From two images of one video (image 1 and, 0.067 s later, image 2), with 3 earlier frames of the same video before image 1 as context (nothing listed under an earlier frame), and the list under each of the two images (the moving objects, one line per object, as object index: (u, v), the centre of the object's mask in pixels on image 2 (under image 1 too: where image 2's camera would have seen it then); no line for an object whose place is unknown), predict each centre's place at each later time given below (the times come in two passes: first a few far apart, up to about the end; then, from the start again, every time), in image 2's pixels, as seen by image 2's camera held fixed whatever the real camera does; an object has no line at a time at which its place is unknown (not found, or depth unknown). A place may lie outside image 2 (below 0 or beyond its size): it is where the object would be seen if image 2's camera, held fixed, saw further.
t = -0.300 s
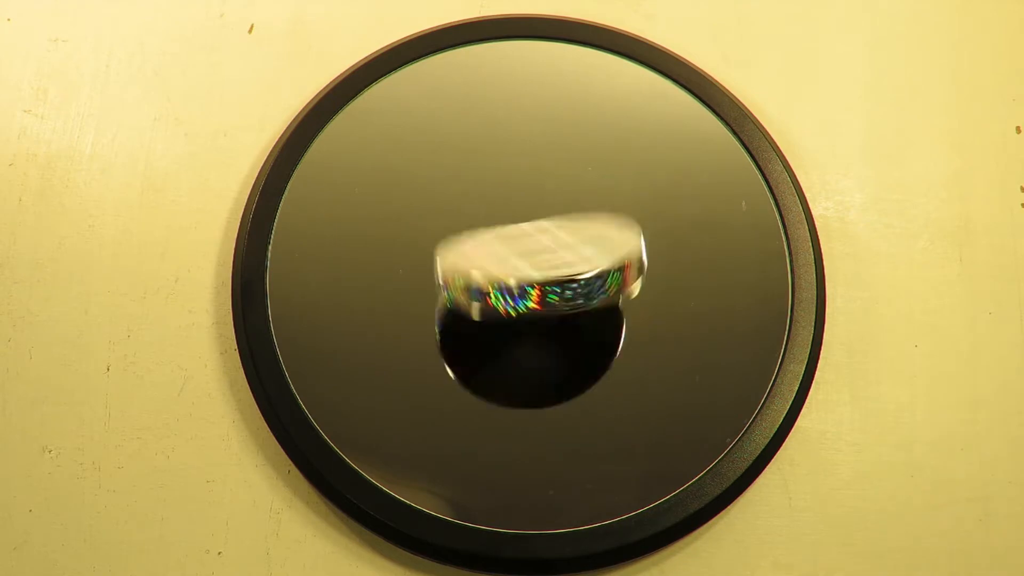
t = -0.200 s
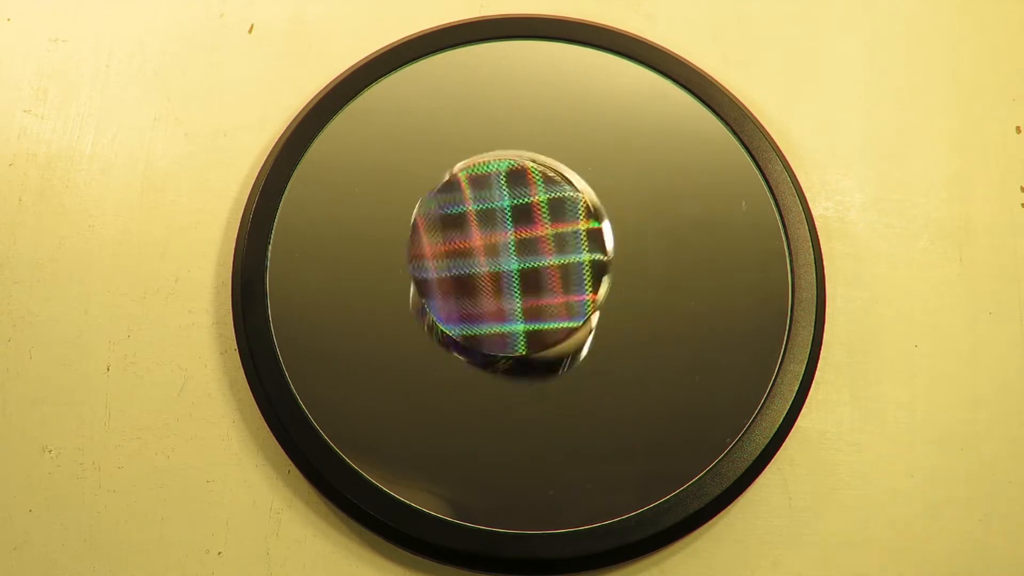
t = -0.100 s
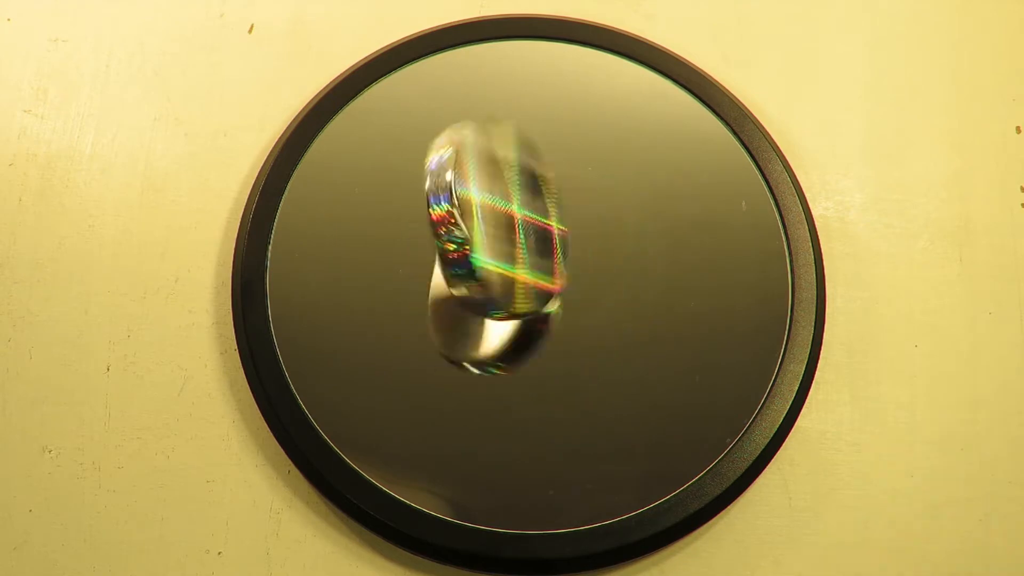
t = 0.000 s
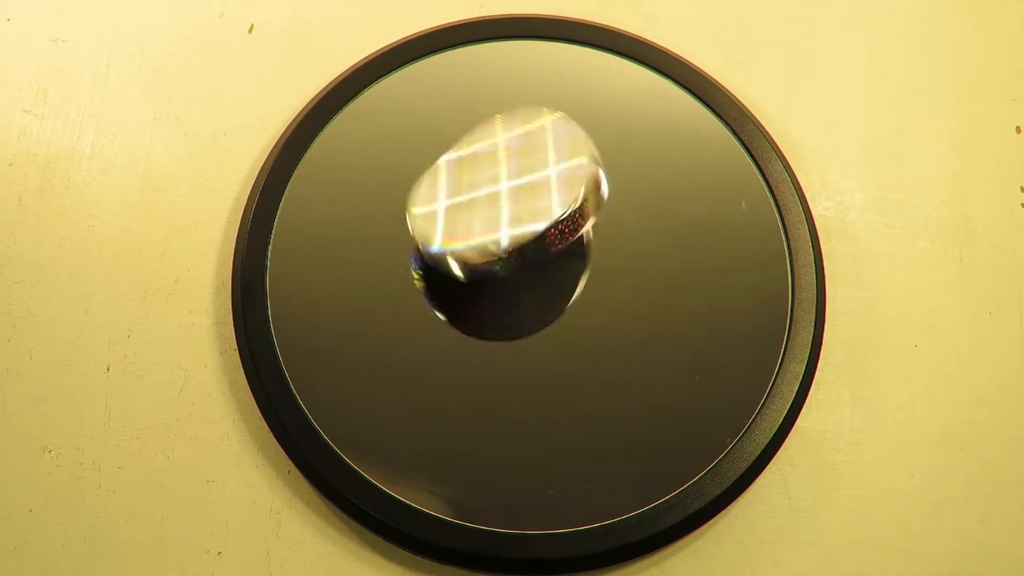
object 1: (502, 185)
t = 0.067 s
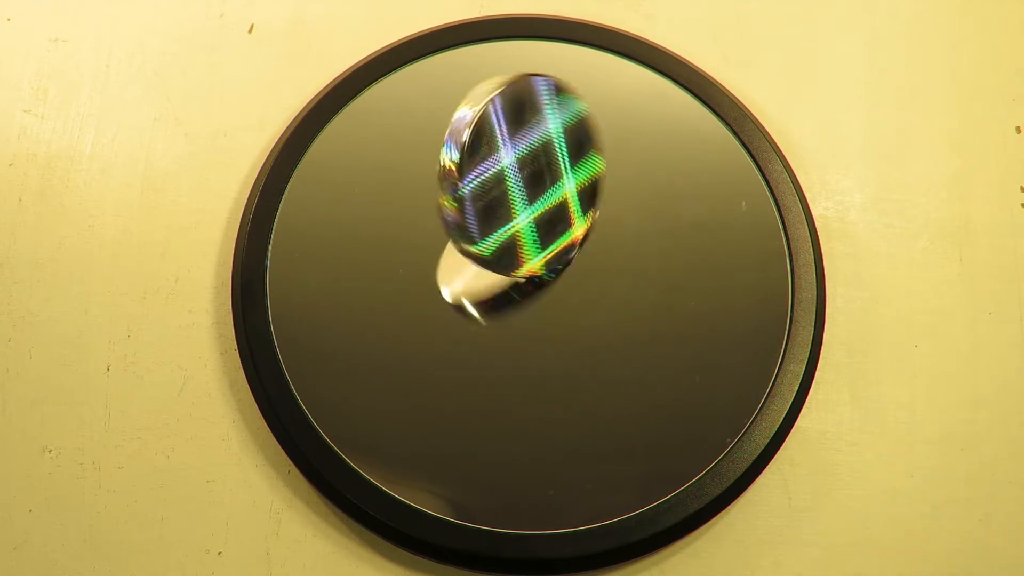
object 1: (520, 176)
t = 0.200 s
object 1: (560, 173)
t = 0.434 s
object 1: (608, 217)
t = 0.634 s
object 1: (570, 262)
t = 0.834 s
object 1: (509, 238)
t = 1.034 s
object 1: (518, 185)
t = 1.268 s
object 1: (585, 191)
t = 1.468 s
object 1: (599, 239)
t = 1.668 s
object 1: (537, 248)
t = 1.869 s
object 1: (515, 211)
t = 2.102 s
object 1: (549, 171)
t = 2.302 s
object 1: (604, 213)
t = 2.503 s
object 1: (566, 260)
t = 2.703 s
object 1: (514, 235)
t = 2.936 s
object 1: (536, 179)
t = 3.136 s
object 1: (582, 186)
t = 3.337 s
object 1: (578, 252)
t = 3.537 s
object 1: (522, 245)
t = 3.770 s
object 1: (528, 185)
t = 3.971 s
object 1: (574, 188)
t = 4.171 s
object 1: (574, 250)
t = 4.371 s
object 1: (523, 243)
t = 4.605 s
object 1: (529, 190)
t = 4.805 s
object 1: (578, 196)
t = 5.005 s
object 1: (571, 247)
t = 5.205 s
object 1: (524, 228)
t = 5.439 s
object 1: (533, 191)
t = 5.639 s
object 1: (579, 209)
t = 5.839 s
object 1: (561, 244)
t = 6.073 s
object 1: (513, 224)
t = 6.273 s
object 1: (547, 190)
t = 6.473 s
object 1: (572, 214)
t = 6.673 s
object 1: (540, 252)
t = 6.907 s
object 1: (529, 202)
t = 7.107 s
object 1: (567, 203)
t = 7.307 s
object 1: (564, 242)
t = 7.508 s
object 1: (524, 232)
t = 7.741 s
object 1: (546, 196)
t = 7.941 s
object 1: (569, 216)
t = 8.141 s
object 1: (537, 251)
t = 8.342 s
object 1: (526, 207)
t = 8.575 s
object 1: (571, 212)
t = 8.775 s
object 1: (556, 241)
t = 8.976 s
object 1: (523, 226)
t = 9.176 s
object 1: (551, 201)
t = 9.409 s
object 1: (563, 242)
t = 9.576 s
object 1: (533, 232)
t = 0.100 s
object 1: (534, 174)
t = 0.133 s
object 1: (535, 168)
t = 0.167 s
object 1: (551, 162)
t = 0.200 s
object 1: (560, 173)
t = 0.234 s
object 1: (577, 173)
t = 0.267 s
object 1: (584, 177)
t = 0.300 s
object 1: (583, 178)
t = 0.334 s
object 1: (603, 186)
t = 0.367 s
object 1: (602, 206)
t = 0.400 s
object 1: (608, 213)
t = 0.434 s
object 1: (608, 217)
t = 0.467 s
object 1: (600, 218)
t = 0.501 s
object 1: (602, 244)
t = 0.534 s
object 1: (597, 258)
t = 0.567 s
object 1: (589, 259)
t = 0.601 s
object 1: (570, 253)
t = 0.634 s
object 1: (570, 262)
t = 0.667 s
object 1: (553, 268)
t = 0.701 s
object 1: (540, 270)
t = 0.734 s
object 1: (534, 263)
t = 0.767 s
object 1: (525, 255)
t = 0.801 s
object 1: (517, 245)
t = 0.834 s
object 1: (509, 238)
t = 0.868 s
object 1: (505, 231)
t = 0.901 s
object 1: (502, 221)
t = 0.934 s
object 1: (502, 202)
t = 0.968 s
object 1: (504, 198)
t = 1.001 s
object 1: (512, 188)
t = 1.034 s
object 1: (518, 185)
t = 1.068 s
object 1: (521, 174)
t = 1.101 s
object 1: (539, 170)
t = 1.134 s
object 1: (545, 169)
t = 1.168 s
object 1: (560, 170)
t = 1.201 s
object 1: (562, 169)
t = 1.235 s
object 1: (578, 170)
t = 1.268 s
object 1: (585, 191)
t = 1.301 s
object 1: (595, 191)
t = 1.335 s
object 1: (598, 198)
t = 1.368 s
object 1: (594, 200)
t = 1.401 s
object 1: (604, 214)
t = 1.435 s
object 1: (599, 234)
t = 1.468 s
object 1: (599, 239)
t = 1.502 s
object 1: (584, 237)
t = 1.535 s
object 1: (585, 248)
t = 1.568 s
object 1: (573, 259)
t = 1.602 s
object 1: (562, 263)
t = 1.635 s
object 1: (552, 262)
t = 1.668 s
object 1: (537, 248)
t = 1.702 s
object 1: (537, 241)
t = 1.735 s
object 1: (530, 249)
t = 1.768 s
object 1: (514, 244)
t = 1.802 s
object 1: (509, 235)
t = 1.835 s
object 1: (508, 226)
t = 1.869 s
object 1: (515, 211)
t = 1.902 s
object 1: (508, 202)
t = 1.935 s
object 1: (512, 196)
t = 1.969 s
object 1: (517, 190)
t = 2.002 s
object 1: (522, 184)
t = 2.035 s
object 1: (532, 174)
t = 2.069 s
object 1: (544, 175)
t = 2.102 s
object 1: (549, 171)
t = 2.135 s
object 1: (568, 170)
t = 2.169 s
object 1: (579, 178)
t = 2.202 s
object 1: (583, 184)
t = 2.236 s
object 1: (588, 189)
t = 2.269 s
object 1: (596, 199)
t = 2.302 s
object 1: (604, 213)
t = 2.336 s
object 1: (597, 224)
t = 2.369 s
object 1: (590, 227)
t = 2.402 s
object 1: (590, 231)
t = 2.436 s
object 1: (585, 247)
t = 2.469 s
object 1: (574, 255)
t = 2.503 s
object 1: (566, 260)
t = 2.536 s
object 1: (551, 249)
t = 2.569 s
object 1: (547, 253)
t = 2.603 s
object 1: (535, 253)
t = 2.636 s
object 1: (525, 250)
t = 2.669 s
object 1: (517, 244)
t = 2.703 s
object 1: (514, 235)
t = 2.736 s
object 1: (509, 220)
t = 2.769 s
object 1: (509, 212)
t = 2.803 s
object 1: (510, 208)
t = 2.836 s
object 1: (508, 194)
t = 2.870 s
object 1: (516, 193)
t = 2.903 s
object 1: (524, 182)
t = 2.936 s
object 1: (536, 179)
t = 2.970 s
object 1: (544, 176)
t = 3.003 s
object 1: (554, 173)
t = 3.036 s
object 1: (560, 179)
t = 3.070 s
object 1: (572, 181)
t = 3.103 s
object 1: (573, 185)
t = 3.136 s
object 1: (582, 186)
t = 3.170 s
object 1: (592, 208)
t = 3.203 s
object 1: (594, 214)
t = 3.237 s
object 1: (587, 217)
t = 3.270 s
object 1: (583, 218)
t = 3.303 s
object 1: (585, 244)
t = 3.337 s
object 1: (578, 252)
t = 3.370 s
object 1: (569, 252)
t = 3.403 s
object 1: (555, 240)
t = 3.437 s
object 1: (549, 252)
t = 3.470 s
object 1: (538, 252)
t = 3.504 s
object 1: (527, 254)
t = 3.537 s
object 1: (522, 245)
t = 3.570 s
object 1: (516, 234)
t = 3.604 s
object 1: (511, 224)
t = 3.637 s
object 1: (510, 216)
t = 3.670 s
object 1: (509, 211)
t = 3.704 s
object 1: (513, 204)
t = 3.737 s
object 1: (517, 192)
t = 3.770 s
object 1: (528, 185)
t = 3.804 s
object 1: (534, 183)
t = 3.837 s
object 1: (544, 184)
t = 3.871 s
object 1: (551, 183)
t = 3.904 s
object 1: (564, 183)
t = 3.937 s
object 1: (571, 186)
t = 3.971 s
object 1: (574, 188)
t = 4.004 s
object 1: (587, 206)
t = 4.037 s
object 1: (586, 214)
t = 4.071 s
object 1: (587, 216)
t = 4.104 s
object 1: (585, 225)
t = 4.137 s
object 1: (580, 241)
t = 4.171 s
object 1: (574, 250)
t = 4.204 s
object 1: (567, 249)
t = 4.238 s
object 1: (559, 248)
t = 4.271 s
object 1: (549, 250)
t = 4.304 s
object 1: (538, 252)
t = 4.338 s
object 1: (528, 253)
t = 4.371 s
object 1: (523, 243)
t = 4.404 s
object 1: (517, 233)
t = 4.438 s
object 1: (512, 225)
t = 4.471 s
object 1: (511, 221)
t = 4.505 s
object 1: (511, 212)
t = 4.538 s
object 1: (514, 202)
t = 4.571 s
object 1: (520, 193)
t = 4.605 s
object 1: (529, 190)
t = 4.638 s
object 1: (535, 187)
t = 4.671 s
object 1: (546, 184)
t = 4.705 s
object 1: (553, 184)
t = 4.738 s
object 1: (561, 189)
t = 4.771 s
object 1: (565, 188)
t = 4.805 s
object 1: (578, 196)
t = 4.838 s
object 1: (582, 208)
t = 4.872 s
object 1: (583, 212)
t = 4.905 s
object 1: (576, 213)
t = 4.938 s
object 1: (582, 232)
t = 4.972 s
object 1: (576, 245)
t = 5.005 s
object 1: (571, 247)
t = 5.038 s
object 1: (559, 240)
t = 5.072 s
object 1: (555, 248)
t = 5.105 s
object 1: (542, 254)
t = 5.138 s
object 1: (535, 254)
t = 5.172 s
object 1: (528, 247)
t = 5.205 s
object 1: (524, 228)
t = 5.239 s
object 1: (517, 228)
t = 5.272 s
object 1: (514, 224)
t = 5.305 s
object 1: (511, 217)
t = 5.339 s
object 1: (514, 210)
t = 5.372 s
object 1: (526, 197)
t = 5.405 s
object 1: (528, 194)
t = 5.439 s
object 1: (533, 191)
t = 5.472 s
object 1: (543, 188)
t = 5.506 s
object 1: (551, 187)
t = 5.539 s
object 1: (558, 189)
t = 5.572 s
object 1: (562, 190)
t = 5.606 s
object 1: (577, 200)
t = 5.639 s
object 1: (579, 209)
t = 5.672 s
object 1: (580, 212)
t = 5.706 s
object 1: (575, 213)
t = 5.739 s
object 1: (579, 235)
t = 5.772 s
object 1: (575, 244)
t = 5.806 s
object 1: (569, 244)
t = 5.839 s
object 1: (561, 244)
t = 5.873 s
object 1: (551, 249)
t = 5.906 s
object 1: (541, 253)
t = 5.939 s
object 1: (532, 251)
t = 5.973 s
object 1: (527, 242)
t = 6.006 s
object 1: (521, 233)
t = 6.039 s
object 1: (519, 227)
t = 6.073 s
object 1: (513, 224)
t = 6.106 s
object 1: (515, 217)
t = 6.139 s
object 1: (519, 203)
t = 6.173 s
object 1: (528, 198)
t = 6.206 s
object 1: (531, 196)
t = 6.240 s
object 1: (540, 190)
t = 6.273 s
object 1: (547, 190)
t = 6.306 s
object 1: (555, 194)
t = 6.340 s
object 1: (564, 194)
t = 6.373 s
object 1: (573, 200)
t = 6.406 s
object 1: (576, 210)
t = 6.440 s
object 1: (578, 214)
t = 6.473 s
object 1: (572, 214)
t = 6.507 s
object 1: (577, 229)
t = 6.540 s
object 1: (572, 244)
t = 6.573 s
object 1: (566, 243)
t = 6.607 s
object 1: (556, 233)
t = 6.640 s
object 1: (549, 247)
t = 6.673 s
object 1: (540, 252)
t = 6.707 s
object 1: (531, 248)
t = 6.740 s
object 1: (529, 230)
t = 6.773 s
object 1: (521, 230)
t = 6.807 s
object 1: (520, 227)
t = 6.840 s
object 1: (514, 221)
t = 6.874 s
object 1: (522, 207)
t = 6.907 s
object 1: (529, 202)
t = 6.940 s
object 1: (531, 199)
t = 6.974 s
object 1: (535, 197)
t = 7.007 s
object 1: (546, 193)
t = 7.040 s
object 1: (553, 194)
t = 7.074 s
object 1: (559, 195)
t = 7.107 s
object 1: (567, 203)
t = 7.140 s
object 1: (572, 213)
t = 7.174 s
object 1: (574, 215)
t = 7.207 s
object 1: (571, 215)
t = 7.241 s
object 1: (575, 228)
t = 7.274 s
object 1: (571, 243)
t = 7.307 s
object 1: (564, 242)
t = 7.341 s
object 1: (560, 243)
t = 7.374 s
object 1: (550, 242)
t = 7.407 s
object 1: (543, 249)
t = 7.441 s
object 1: (533, 249)
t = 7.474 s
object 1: (528, 233)
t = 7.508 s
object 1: (524, 232)
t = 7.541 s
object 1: (521, 226)
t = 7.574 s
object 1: (517, 223)
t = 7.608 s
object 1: (523, 209)
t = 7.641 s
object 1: (525, 204)
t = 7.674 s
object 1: (533, 200)
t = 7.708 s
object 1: (536, 198)
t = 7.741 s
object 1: (546, 196)
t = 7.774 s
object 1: (554, 196)
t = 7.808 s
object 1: (560, 198)
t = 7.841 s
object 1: (566, 201)
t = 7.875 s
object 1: (573, 213)
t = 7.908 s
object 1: (573, 216)
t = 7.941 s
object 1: (569, 216)
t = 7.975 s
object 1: (572, 226)
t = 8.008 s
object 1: (568, 243)
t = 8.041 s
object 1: (562, 244)
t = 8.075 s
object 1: (555, 234)
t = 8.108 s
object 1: (551, 240)
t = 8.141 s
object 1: (537, 251)
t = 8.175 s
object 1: (532, 246)
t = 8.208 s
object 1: (528, 236)
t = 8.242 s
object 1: (523, 229)
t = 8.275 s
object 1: (521, 225)
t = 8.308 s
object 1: (520, 214)
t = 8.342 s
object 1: (526, 207)
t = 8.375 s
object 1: (532, 203)
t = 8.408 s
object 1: (535, 201)
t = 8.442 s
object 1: (543, 198)
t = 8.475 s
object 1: (551, 198)
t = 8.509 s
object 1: (556, 199)
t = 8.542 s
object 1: (563, 206)
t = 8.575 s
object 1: (571, 212)
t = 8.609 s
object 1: (571, 218)
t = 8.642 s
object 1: (572, 219)
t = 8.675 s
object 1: (570, 229)
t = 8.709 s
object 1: (569, 240)
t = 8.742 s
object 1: (561, 242)
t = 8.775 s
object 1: (556, 241)
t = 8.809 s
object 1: (548, 244)
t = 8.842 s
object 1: (539, 249)
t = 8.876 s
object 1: (533, 245)
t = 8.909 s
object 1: (530, 230)
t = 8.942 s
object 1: (524, 230)
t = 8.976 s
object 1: (523, 226)
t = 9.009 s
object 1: (522, 217)
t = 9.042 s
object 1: (525, 212)
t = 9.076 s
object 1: (534, 206)
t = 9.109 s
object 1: (536, 204)
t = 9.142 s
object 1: (543, 203)
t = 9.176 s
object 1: (551, 201)
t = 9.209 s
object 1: (555, 202)
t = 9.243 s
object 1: (563, 209)
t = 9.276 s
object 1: (567, 217)
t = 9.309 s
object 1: (568, 218)
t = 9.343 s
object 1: (569, 222)
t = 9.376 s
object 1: (568, 227)
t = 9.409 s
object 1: (563, 242)
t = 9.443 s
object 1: (558, 241)
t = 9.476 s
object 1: (552, 231)
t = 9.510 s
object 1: (545, 242)
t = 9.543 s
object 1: (537, 248)
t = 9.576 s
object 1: (533, 232)
